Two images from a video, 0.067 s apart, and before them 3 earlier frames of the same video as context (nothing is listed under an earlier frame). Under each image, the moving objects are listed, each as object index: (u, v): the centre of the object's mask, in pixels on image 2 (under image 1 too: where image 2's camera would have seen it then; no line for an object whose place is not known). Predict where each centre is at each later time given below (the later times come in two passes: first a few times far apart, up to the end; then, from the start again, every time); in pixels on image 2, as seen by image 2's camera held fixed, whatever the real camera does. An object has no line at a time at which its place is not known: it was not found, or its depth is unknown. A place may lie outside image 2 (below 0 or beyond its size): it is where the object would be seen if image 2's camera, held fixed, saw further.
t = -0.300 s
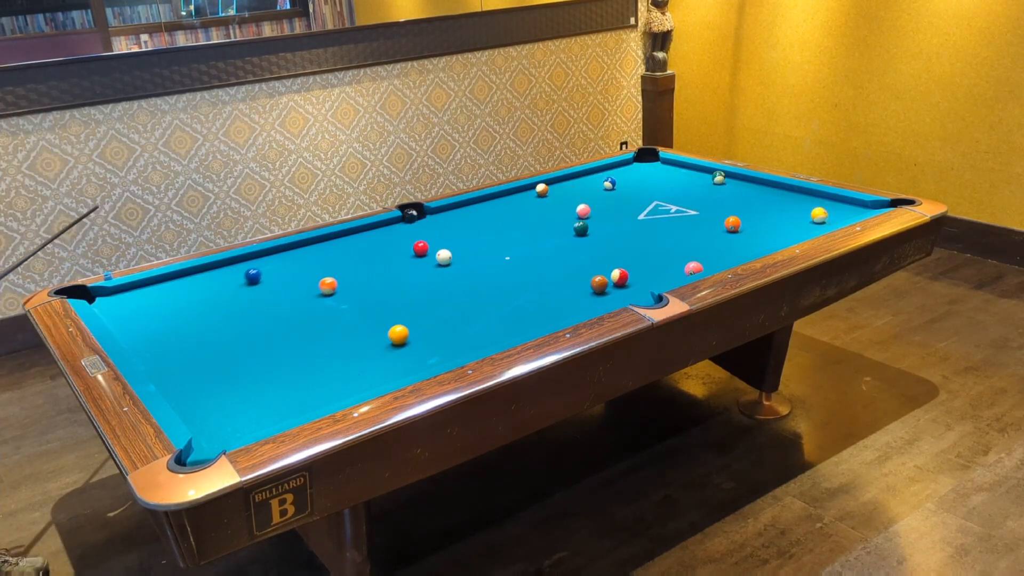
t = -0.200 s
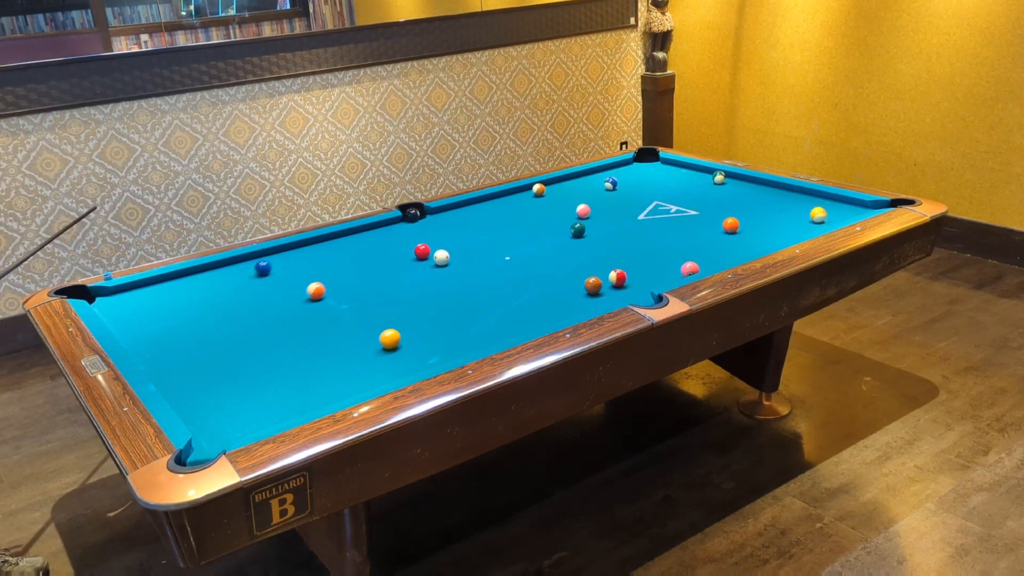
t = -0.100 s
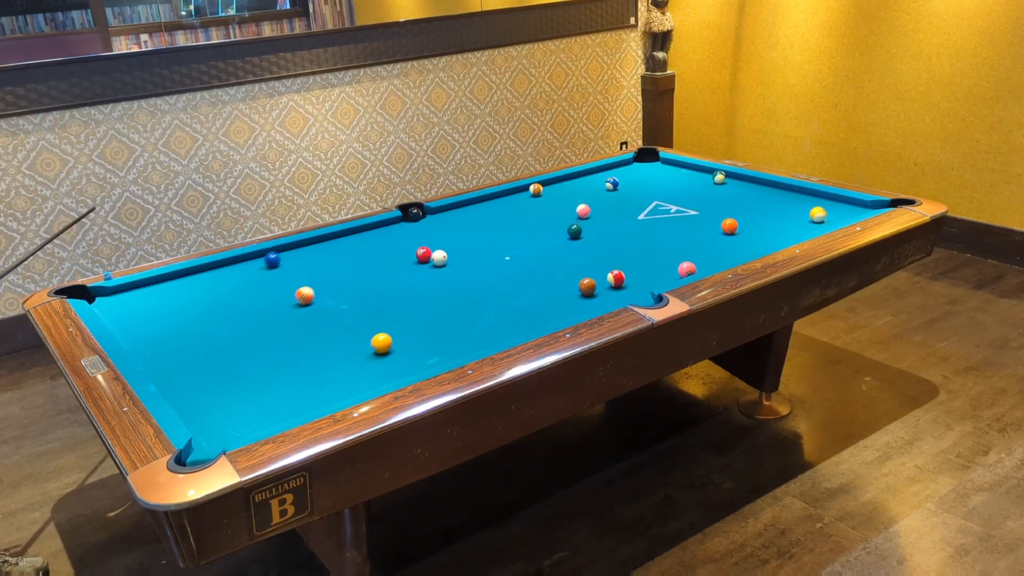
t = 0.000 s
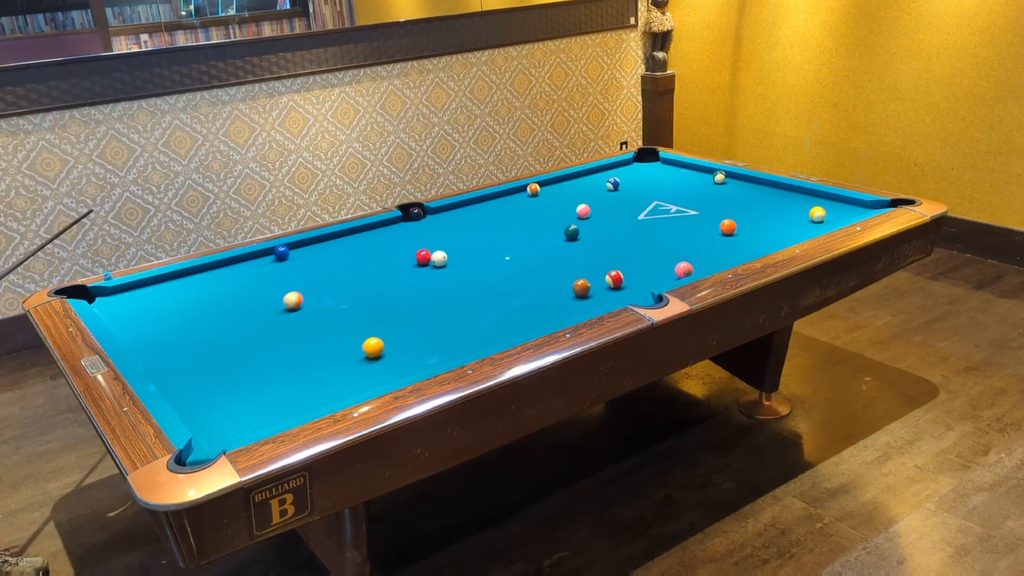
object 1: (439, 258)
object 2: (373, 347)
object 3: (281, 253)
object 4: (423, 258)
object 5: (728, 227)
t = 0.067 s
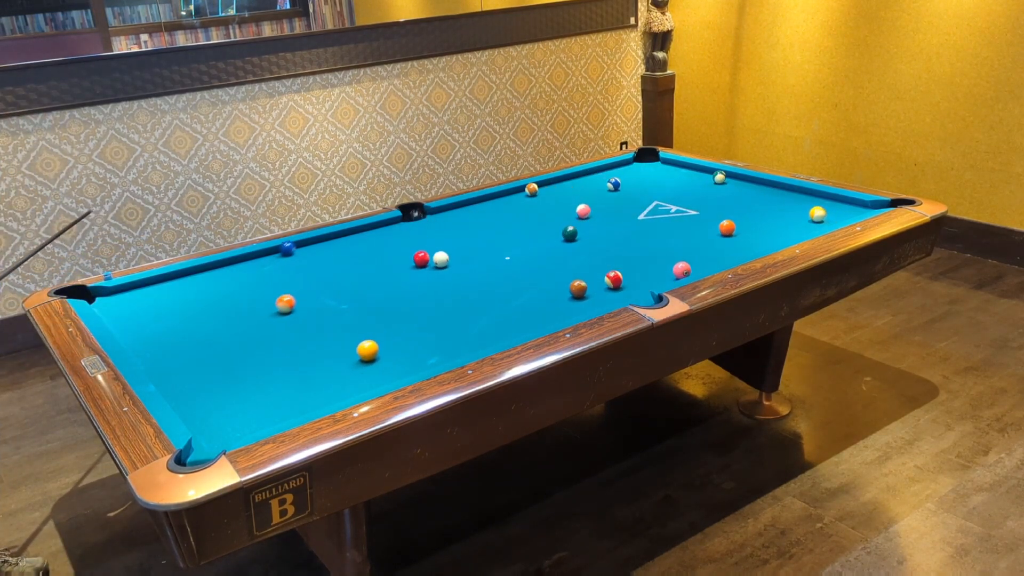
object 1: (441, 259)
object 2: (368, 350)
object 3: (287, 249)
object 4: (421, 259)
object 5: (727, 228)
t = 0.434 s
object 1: (448, 262)
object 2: (338, 365)
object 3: (338, 244)
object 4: (411, 267)
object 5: (722, 230)
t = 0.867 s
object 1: (454, 266)
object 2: (305, 381)
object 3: (394, 241)
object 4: (402, 275)
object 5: (718, 233)
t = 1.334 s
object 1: (459, 267)
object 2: (272, 397)
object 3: (450, 238)
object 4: (394, 281)
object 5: (717, 233)
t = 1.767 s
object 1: (460, 268)
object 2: (246, 409)
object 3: (497, 235)
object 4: (391, 285)
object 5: (717, 233)
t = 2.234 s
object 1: (460, 268)
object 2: (223, 420)
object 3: (543, 232)
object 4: (390, 286)
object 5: (717, 233)
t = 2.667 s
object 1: (460, 268)
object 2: (208, 427)
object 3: (580, 229)
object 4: (390, 287)
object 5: (717, 233)
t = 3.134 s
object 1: (460, 268)
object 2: (203, 430)
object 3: (615, 227)
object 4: (390, 287)
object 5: (717, 233)
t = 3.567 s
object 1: (460, 268)
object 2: (202, 430)
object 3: (641, 225)
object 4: (389, 287)
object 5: (717, 233)
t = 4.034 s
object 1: (460, 268)
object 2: (202, 430)
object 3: (666, 224)
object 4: (389, 287)
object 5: (717, 233)
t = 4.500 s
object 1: (460, 268)
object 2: (202, 430)
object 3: (685, 222)
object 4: (389, 287)
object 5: (717, 233)
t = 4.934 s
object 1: (460, 268)
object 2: (202, 430)
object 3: (698, 221)
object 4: (389, 287)
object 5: (717, 233)
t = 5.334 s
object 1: (460, 268)
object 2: (202, 430)
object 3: (706, 220)
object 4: (389, 287)
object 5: (717, 233)
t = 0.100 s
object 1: (441, 259)
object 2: (365, 351)
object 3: (290, 248)
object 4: (420, 260)
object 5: (727, 228)
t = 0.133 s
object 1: (442, 260)
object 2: (362, 353)
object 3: (295, 247)
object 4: (419, 261)
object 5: (726, 228)
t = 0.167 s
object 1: (443, 260)
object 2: (359, 354)
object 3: (301, 247)
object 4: (418, 261)
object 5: (726, 228)
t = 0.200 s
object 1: (444, 260)
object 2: (357, 356)
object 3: (305, 246)
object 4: (417, 262)
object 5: (725, 229)
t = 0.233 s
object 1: (444, 261)
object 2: (354, 357)
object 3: (309, 246)
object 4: (417, 263)
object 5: (725, 229)
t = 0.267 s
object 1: (445, 261)
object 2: (351, 359)
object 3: (315, 246)
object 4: (416, 264)
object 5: (724, 230)
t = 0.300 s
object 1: (446, 261)
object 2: (348, 360)
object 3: (319, 245)
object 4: (415, 264)
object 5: (724, 230)
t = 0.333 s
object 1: (446, 262)
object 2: (346, 361)
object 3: (324, 245)
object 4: (414, 265)
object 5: (724, 230)
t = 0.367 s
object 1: (447, 262)
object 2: (343, 362)
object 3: (329, 245)
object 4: (413, 265)
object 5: (723, 230)
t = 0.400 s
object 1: (447, 262)
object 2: (340, 364)
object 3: (333, 244)
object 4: (412, 266)
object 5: (723, 230)
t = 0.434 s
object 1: (448, 262)
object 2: (338, 365)
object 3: (338, 244)
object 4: (411, 267)
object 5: (722, 230)
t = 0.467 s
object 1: (449, 263)
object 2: (335, 366)
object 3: (343, 244)
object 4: (410, 267)
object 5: (722, 231)
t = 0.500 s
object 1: (449, 263)
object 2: (333, 368)
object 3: (348, 244)
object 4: (410, 268)
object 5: (722, 231)
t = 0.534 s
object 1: (450, 263)
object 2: (330, 369)
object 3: (351, 244)
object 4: (409, 269)
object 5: (721, 231)
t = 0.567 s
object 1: (450, 264)
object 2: (327, 370)
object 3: (356, 243)
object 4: (408, 269)
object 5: (721, 231)
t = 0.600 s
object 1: (451, 264)
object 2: (325, 372)
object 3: (360, 243)
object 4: (407, 270)
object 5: (721, 232)
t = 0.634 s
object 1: (451, 264)
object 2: (322, 373)
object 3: (365, 243)
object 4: (407, 271)
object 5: (721, 231)
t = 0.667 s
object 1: (452, 264)
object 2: (319, 374)
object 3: (369, 243)
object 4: (406, 271)
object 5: (720, 232)
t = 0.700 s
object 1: (452, 264)
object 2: (317, 375)
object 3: (373, 242)
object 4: (405, 272)
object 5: (720, 232)
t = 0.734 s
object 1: (452, 265)
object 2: (314, 377)
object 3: (378, 242)
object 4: (405, 272)
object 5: (720, 232)
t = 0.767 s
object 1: (453, 265)
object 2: (312, 378)
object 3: (382, 242)
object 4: (404, 273)
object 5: (719, 232)
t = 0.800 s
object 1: (453, 265)
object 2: (309, 379)
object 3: (386, 241)
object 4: (403, 273)
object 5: (719, 232)
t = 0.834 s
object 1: (454, 265)
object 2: (307, 380)
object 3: (390, 241)
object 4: (402, 274)
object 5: (719, 232)
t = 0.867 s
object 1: (454, 266)
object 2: (305, 381)
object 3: (394, 241)
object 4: (402, 275)
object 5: (718, 233)
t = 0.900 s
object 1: (455, 266)
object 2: (302, 383)
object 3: (399, 241)
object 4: (401, 275)
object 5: (718, 233)
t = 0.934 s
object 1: (455, 266)
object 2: (299, 384)
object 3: (403, 240)
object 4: (400, 276)
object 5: (718, 233)
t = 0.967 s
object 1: (455, 266)
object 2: (297, 385)
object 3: (407, 240)
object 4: (400, 276)
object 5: (718, 233)
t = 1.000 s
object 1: (456, 266)
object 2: (295, 386)
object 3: (411, 240)
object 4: (399, 277)
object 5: (717, 233)
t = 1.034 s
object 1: (456, 266)
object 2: (292, 387)
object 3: (415, 240)
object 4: (398, 277)
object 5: (717, 233)
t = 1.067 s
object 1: (456, 267)
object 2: (290, 389)
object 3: (419, 240)
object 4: (398, 278)
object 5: (717, 233)
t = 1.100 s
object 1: (457, 267)
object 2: (288, 390)
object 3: (423, 239)
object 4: (397, 278)
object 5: (717, 233)
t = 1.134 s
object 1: (457, 267)
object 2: (285, 390)
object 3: (427, 239)
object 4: (397, 278)
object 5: (717, 233)
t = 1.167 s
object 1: (457, 267)
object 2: (283, 392)
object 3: (431, 239)
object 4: (396, 279)
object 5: (717, 233)
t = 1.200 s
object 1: (458, 267)
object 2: (281, 393)
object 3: (435, 239)
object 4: (396, 279)
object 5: (717, 233)
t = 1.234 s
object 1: (458, 267)
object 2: (279, 394)
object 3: (439, 238)
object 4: (395, 280)
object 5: (717, 233)
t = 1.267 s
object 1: (458, 267)
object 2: (276, 395)
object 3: (443, 238)
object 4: (395, 280)
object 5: (717, 233)
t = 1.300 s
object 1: (458, 267)
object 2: (274, 396)
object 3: (446, 238)
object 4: (395, 280)
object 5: (717, 233)
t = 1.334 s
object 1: (459, 267)
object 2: (272, 397)
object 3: (450, 238)
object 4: (394, 281)
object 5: (717, 233)
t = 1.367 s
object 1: (459, 267)
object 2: (270, 397)
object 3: (454, 237)
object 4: (394, 281)
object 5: (717, 233)
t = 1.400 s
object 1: (459, 268)
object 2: (268, 399)
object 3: (458, 237)
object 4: (394, 282)
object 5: (717, 233)
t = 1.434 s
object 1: (459, 268)
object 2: (265, 400)
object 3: (461, 237)
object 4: (393, 282)
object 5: (717, 233)
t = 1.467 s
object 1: (459, 268)
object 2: (263, 401)
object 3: (465, 237)
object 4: (393, 282)
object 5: (717, 233)
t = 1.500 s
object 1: (459, 268)
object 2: (261, 402)
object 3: (469, 236)
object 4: (393, 283)
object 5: (717, 233)
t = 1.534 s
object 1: (459, 268)
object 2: (259, 403)
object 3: (473, 236)
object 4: (392, 283)
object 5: (717, 233)
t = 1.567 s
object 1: (459, 268)
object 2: (257, 404)
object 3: (476, 236)
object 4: (392, 283)
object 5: (717, 233)
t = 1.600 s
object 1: (460, 268)
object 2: (255, 405)
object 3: (480, 236)
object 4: (392, 284)
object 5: (717, 233)
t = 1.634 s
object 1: (460, 268)
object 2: (253, 406)
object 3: (483, 236)
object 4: (391, 284)
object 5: (717, 233)
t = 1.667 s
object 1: (460, 268)
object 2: (251, 406)
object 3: (487, 235)
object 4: (391, 284)
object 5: (717, 233)
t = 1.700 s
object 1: (460, 268)
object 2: (249, 407)
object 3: (490, 235)
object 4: (391, 284)
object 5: (717, 233)
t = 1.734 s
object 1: (460, 268)
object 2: (248, 408)
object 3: (494, 235)
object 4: (391, 285)
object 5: (717, 233)
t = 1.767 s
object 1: (460, 268)
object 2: (246, 409)
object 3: (497, 235)
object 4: (391, 285)
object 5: (717, 233)
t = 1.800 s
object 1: (460, 268)
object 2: (244, 410)
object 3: (500, 235)
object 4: (391, 285)
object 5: (717, 233)
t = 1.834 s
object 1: (460, 268)
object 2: (242, 411)
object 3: (504, 234)
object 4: (390, 285)
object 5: (717, 233)
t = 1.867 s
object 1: (460, 268)
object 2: (240, 412)
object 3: (507, 234)
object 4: (390, 285)
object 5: (717, 233)
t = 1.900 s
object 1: (460, 268)
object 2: (239, 412)
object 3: (511, 234)
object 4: (390, 285)
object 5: (717, 233)
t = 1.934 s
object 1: (460, 268)
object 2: (237, 413)
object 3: (514, 233)
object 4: (390, 286)
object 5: (717, 233)
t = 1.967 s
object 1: (460, 268)
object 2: (235, 414)
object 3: (517, 234)
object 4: (390, 286)
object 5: (717, 233)
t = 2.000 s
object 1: (460, 268)
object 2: (234, 415)
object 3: (520, 233)
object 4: (390, 286)
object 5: (717, 233)
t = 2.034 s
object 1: (460, 268)
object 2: (232, 416)
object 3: (523, 233)
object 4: (390, 286)
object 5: (717, 233)
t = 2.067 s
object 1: (460, 268)
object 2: (230, 416)
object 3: (527, 233)
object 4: (390, 286)
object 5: (717, 233)
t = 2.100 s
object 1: (460, 268)
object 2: (229, 417)
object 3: (530, 233)
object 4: (390, 286)
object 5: (717, 233)
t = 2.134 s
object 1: (460, 268)
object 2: (227, 418)
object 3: (533, 232)
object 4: (390, 286)
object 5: (717, 233)
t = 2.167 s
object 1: (460, 268)
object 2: (226, 419)
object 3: (537, 232)
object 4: (390, 286)
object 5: (717, 233)
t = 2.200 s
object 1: (460, 268)
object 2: (224, 419)
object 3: (540, 232)
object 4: (390, 286)
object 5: (717, 233)
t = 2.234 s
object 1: (460, 268)
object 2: (223, 420)
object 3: (543, 232)
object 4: (390, 286)
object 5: (717, 233)
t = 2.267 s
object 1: (460, 268)
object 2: (221, 421)
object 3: (546, 232)
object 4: (390, 286)
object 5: (717, 233)
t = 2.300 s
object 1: (460, 268)
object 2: (220, 421)
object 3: (548, 232)
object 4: (390, 286)
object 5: (717, 233)
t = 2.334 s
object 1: (460, 268)
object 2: (219, 422)
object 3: (551, 231)
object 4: (390, 286)
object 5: (717, 233)
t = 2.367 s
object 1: (460, 268)
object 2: (218, 422)
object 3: (554, 231)
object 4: (390, 286)
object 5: (717, 233)
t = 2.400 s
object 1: (460, 268)
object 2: (216, 423)
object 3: (557, 231)
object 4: (390, 286)
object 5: (717, 233)
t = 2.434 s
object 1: (460, 268)
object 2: (215, 423)
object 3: (560, 231)
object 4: (390, 287)
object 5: (717, 233)
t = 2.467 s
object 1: (460, 268)
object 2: (214, 424)
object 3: (563, 231)
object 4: (390, 286)
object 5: (717, 233)
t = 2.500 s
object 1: (460, 268)
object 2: (213, 425)
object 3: (566, 230)
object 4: (390, 287)
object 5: (717, 233)
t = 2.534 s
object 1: (460, 268)
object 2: (212, 425)
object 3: (569, 230)
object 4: (390, 286)
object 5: (717, 233)
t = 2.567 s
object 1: (460, 268)
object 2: (211, 426)
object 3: (571, 230)
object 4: (390, 287)
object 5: (717, 233)
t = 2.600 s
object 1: (460, 268)
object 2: (210, 426)
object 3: (574, 230)
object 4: (390, 287)
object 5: (717, 233)
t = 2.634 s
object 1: (460, 268)
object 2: (209, 427)
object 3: (577, 230)
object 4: (390, 287)
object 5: (717, 233)
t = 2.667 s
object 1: (460, 268)
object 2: (208, 427)
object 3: (580, 229)
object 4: (390, 287)
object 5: (717, 233)
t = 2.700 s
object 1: (460, 268)
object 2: (207, 427)
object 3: (583, 229)
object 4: (390, 287)
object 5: (717, 233)
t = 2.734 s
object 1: (460, 268)
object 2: (207, 428)
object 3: (585, 229)
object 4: (390, 287)
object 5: (717, 233)
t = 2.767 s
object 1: (460, 268)
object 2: (206, 428)
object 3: (587, 229)
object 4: (390, 287)
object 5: (717, 233)
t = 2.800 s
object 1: (460, 268)
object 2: (205, 429)
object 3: (590, 229)
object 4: (390, 287)
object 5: (717, 233)
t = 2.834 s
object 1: (460, 268)
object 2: (205, 429)
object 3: (593, 229)
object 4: (390, 287)
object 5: (717, 233)
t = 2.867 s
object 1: (460, 268)
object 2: (204, 429)
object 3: (595, 228)
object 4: (389, 287)
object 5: (717, 233)
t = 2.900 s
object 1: (460, 268)
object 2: (203, 430)
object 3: (597, 228)
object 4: (390, 287)
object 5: (717, 233)
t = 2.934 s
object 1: (460, 268)
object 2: (203, 430)
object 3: (600, 228)
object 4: (390, 287)
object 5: (717, 233)
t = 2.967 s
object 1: (460, 268)
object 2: (203, 430)
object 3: (603, 228)
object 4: (390, 287)
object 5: (717, 233)
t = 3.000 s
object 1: (460, 268)
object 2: (202, 430)
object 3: (605, 228)
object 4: (390, 287)
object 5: (717, 233)
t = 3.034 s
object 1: (460, 268)
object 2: (202, 430)
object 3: (607, 228)
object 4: (390, 287)
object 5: (717, 233)
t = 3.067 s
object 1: (460, 268)
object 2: (202, 430)
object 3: (609, 227)
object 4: (390, 287)
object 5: (717, 233)
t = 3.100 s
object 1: (460, 268)
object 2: (202, 430)
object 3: (612, 227)
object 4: (390, 287)
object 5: (717, 233)
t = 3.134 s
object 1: (460, 268)
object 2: (203, 430)
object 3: (615, 227)
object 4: (390, 287)
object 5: (717, 233)
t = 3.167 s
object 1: (460, 268)
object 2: (203, 430)
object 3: (616, 227)
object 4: (389, 286)
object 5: (717, 233)
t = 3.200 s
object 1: (460, 268)
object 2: (203, 430)
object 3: (619, 227)
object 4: (389, 286)
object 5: (717, 233)
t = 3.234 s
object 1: (460, 268)
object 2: (203, 430)
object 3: (621, 227)
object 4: (389, 286)
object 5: (717, 233)
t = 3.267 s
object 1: (460, 268)
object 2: (202, 430)
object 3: (623, 226)
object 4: (389, 286)
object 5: (717, 233)
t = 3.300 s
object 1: (460, 268)
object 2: (202, 430)
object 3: (625, 226)
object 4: (389, 287)
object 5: (717, 233)
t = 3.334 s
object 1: (460, 268)
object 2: (202, 430)
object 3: (627, 226)
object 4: (389, 287)
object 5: (717, 233)
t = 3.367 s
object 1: (460, 268)
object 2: (202, 430)
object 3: (630, 226)
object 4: (389, 287)
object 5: (717, 233)
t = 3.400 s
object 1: (460, 268)
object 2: (202, 430)
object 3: (631, 226)
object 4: (389, 287)
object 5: (717, 233)
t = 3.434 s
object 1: (460, 268)
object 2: (202, 430)
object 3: (633, 226)
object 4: (389, 287)
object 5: (717, 233)
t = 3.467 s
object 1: (460, 268)
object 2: (202, 430)
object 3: (636, 226)
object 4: (389, 287)
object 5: (717, 233)
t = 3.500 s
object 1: (460, 268)
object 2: (202, 430)
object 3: (638, 226)
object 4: (389, 287)
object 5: (717, 233)
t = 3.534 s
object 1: (460, 268)
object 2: (202, 430)
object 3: (639, 225)
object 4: (389, 286)
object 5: (717, 233)
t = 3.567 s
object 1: (460, 268)
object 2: (202, 430)
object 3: (641, 225)
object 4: (389, 287)
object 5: (717, 233)
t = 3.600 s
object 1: (460, 268)
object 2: (202, 430)
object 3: (643, 225)
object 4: (389, 287)
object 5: (717, 233)
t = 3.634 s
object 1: (460, 268)
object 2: (202, 430)
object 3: (645, 225)
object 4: (389, 287)
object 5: (717, 233)
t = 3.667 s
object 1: (460, 268)
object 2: (202, 430)
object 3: (647, 225)
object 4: (389, 287)
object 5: (717, 233)
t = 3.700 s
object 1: (460, 268)
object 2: (202, 430)
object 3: (649, 225)
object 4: (389, 287)
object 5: (717, 233)
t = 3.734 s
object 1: (460, 268)
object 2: (202, 430)
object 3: (651, 225)
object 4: (389, 287)
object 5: (717, 233)
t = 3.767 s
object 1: (460, 268)
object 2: (202, 430)
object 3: (652, 225)
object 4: (389, 287)
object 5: (717, 233)
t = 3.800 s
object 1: (460, 268)
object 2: (202, 430)
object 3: (654, 225)
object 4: (389, 287)
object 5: (717, 233)
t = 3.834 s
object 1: (460, 268)
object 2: (202, 430)
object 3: (656, 224)
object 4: (389, 287)
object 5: (717, 233)
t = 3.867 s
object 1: (460, 268)
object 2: (202, 430)
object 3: (658, 224)
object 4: (389, 287)
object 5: (717, 233)
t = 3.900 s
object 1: (460, 268)
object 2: (202, 430)
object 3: (660, 224)
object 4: (389, 287)
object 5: (717, 233)
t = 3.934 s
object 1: (460, 268)
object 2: (202, 430)
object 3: (661, 224)
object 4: (389, 287)
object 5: (717, 233)
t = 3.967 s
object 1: (460, 268)
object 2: (202, 430)
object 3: (663, 224)
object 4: (389, 287)
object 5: (717, 233)
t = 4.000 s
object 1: (460, 268)
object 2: (202, 430)
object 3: (664, 224)
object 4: (389, 287)
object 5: (717, 233)
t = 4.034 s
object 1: (460, 268)
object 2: (202, 430)
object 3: (666, 224)
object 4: (389, 287)
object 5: (717, 233)
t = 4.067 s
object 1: (460, 268)
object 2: (202, 430)
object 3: (667, 224)
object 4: (389, 287)
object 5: (717, 233)
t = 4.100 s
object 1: (460, 268)
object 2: (202, 430)
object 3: (669, 223)
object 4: (389, 287)
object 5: (717, 233)
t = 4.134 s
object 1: (460, 268)
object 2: (202, 430)
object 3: (670, 223)
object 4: (389, 287)
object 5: (717, 233)
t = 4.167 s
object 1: (460, 268)
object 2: (202, 430)
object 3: (672, 223)
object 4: (389, 287)
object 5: (717, 233)
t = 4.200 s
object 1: (460, 268)
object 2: (202, 430)
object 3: (673, 223)
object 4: (389, 287)
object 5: (717, 233)
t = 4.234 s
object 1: (460, 268)
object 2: (202, 430)
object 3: (675, 223)
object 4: (389, 287)
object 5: (717, 233)
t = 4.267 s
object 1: (460, 268)
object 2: (202, 430)
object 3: (676, 223)
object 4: (389, 287)
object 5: (717, 233)
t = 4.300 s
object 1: (460, 268)
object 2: (202, 430)
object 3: (678, 223)
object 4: (389, 287)
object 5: (717, 233)
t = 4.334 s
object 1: (460, 268)
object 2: (202, 430)
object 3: (679, 223)
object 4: (389, 287)
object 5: (717, 233)
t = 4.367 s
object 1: (460, 268)
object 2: (202, 430)
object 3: (680, 223)
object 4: (389, 287)
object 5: (717, 233)
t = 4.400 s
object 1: (460, 268)
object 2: (202, 430)
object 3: (681, 223)
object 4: (389, 287)
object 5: (717, 233)
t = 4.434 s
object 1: (460, 268)
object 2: (202, 430)
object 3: (683, 222)
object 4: (389, 287)
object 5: (717, 233)
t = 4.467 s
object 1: (460, 268)
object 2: (202, 430)
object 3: (684, 222)
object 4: (389, 287)
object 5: (717, 233)
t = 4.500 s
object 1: (460, 268)
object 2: (202, 430)
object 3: (685, 222)
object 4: (389, 287)
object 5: (717, 233)
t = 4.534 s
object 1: (460, 268)
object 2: (202, 430)
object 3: (686, 222)
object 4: (389, 287)
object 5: (717, 233)
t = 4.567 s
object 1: (460, 268)
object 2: (202, 430)
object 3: (687, 222)
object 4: (389, 287)
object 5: (717, 233)
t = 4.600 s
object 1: (460, 268)
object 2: (202, 430)
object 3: (689, 222)
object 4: (389, 287)
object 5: (717, 233)
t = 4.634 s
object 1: (460, 268)
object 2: (202, 430)
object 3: (690, 222)
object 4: (389, 287)
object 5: (717, 233)
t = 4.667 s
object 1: (460, 268)
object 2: (202, 430)
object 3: (691, 222)
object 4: (389, 287)
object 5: (717, 233)
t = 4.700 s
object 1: (460, 268)
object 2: (202, 430)
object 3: (692, 222)
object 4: (389, 287)
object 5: (717, 233)
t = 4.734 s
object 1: (460, 268)
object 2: (202, 430)
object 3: (693, 221)
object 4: (389, 287)
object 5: (717, 233)
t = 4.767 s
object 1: (460, 268)
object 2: (202, 430)
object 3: (694, 221)
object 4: (389, 287)
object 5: (717, 233)
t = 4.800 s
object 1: (460, 268)
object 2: (202, 430)
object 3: (695, 221)
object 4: (389, 287)
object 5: (717, 233)
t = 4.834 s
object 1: (460, 268)
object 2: (202, 430)
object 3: (696, 221)
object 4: (389, 287)
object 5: (717, 233)
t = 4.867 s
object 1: (460, 268)
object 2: (202, 430)
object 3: (696, 221)
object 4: (389, 287)
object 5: (717, 233)
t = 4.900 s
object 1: (460, 268)
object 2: (202, 430)
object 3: (697, 221)
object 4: (389, 287)
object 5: (717, 233)
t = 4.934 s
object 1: (460, 268)
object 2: (202, 430)
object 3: (698, 221)
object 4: (389, 287)
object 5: (717, 233)
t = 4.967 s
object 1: (460, 268)
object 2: (202, 430)
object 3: (699, 221)
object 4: (389, 287)
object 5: (717, 233)
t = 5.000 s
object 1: (460, 268)
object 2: (202, 430)
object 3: (700, 221)
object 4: (389, 287)
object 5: (717, 233)
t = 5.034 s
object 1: (460, 268)
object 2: (202, 430)
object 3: (700, 221)
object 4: (389, 287)
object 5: (717, 233)
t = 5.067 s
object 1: (460, 268)
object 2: (202, 430)
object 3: (701, 221)
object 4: (389, 287)
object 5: (717, 233)
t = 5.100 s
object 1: (460, 268)
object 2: (202, 430)
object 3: (702, 221)
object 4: (389, 287)
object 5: (717, 233)
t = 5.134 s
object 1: (460, 268)
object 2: (202, 430)
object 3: (702, 221)
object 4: (389, 287)
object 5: (717, 233)
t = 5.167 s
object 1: (460, 268)
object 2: (202, 430)
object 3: (703, 221)
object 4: (389, 287)
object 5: (717, 233)
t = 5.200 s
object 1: (460, 268)
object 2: (202, 430)
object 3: (704, 221)
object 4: (389, 287)
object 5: (717, 233)
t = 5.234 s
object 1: (460, 268)
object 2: (202, 430)
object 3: (704, 221)
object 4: (389, 287)
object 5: (717, 233)
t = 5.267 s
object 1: (460, 268)
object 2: (202, 430)
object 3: (705, 221)
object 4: (389, 287)
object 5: (717, 233)
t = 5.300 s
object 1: (460, 268)
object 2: (202, 430)
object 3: (705, 221)
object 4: (389, 287)
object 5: (717, 233)
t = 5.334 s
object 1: (460, 268)
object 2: (202, 430)
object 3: (706, 220)
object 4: (389, 287)
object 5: (717, 233)
